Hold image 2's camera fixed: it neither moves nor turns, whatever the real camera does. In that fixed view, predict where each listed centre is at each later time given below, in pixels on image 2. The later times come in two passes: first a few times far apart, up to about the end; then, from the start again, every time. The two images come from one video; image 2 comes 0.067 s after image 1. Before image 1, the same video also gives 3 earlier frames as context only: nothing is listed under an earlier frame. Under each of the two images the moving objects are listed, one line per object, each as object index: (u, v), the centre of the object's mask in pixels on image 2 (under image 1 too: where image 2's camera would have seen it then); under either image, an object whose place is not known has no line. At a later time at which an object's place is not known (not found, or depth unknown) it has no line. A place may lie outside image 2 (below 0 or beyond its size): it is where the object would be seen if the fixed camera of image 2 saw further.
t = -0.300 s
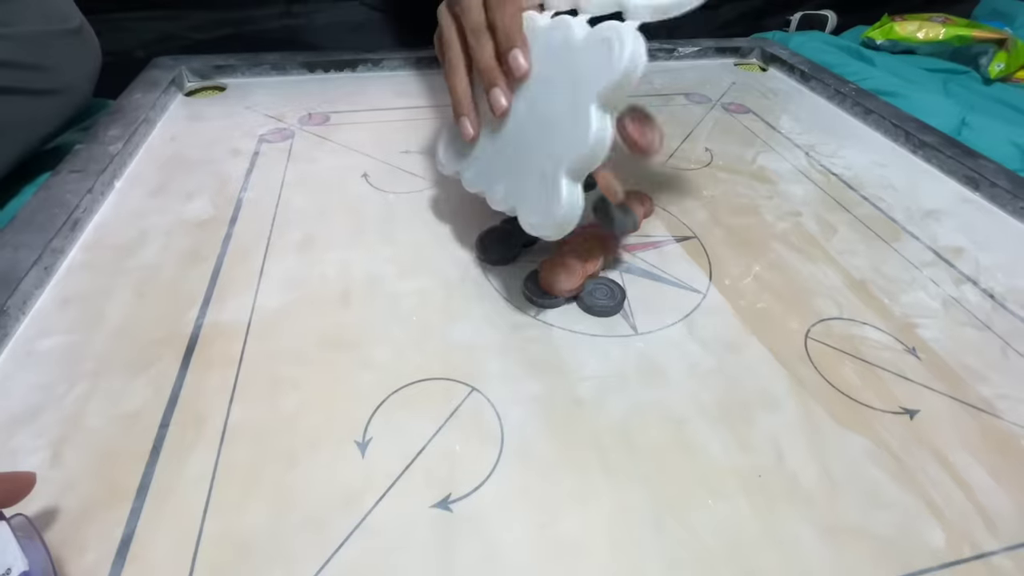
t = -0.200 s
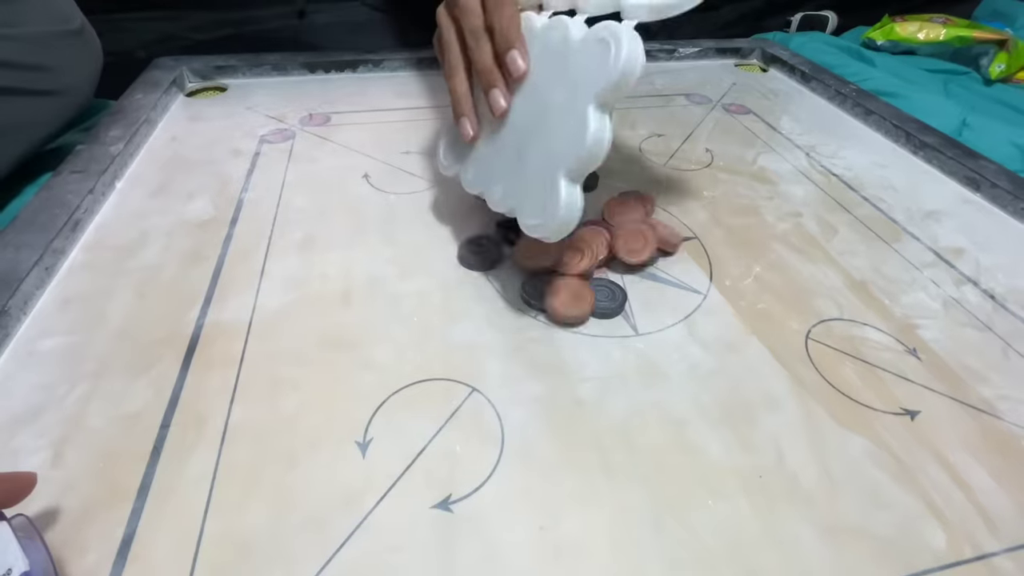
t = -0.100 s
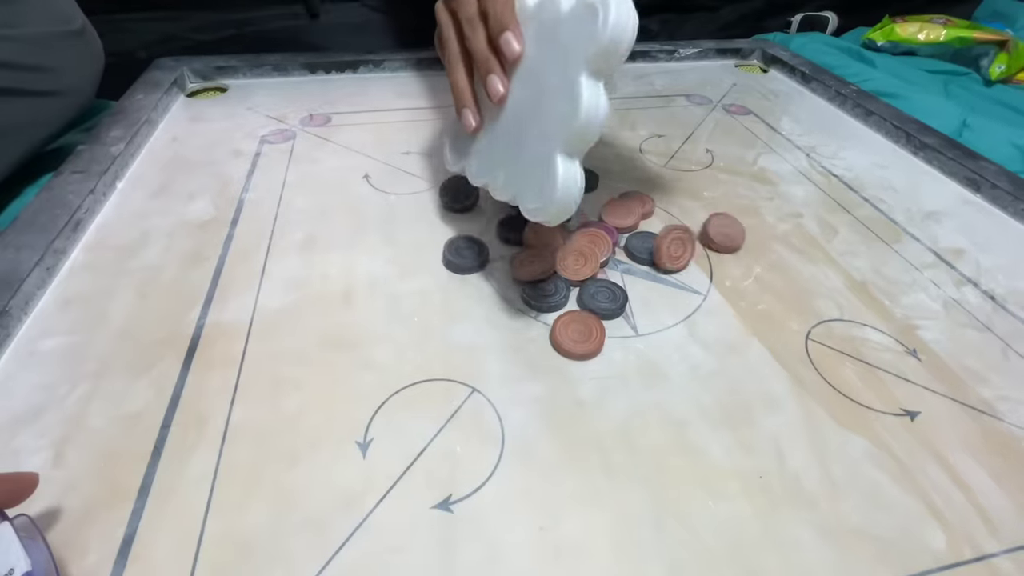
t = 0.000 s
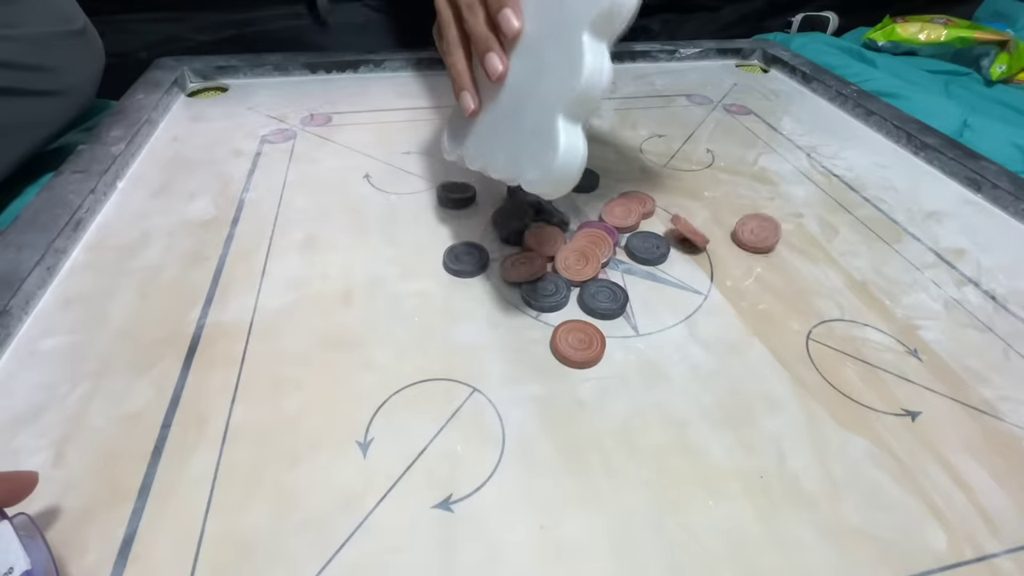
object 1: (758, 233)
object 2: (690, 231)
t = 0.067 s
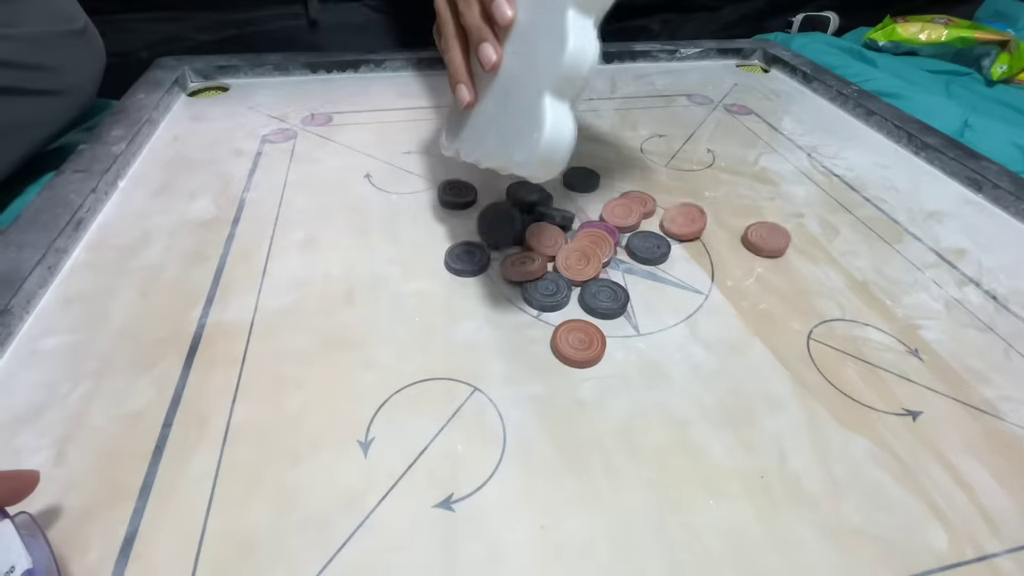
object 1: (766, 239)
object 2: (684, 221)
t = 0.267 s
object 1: (757, 241)
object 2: (674, 219)
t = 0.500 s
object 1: (761, 243)
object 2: (677, 221)
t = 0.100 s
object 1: (767, 241)
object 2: (680, 221)
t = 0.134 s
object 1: (764, 245)
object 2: (680, 218)
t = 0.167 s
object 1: (763, 244)
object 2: (678, 217)
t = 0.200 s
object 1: (759, 244)
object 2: (677, 218)
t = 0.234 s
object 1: (757, 243)
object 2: (675, 217)
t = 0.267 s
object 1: (757, 241)
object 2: (674, 219)
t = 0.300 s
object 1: (757, 240)
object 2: (673, 219)
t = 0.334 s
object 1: (758, 240)
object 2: (673, 221)
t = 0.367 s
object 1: (761, 239)
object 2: (674, 221)
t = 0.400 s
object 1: (761, 241)
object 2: (676, 221)
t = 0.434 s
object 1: (762, 242)
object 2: (675, 222)
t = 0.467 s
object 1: (762, 243)
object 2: (677, 221)
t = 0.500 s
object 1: (761, 243)
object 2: (677, 221)
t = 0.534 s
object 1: (760, 243)
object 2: (675, 221)
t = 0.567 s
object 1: (759, 243)
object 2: (675, 220)
